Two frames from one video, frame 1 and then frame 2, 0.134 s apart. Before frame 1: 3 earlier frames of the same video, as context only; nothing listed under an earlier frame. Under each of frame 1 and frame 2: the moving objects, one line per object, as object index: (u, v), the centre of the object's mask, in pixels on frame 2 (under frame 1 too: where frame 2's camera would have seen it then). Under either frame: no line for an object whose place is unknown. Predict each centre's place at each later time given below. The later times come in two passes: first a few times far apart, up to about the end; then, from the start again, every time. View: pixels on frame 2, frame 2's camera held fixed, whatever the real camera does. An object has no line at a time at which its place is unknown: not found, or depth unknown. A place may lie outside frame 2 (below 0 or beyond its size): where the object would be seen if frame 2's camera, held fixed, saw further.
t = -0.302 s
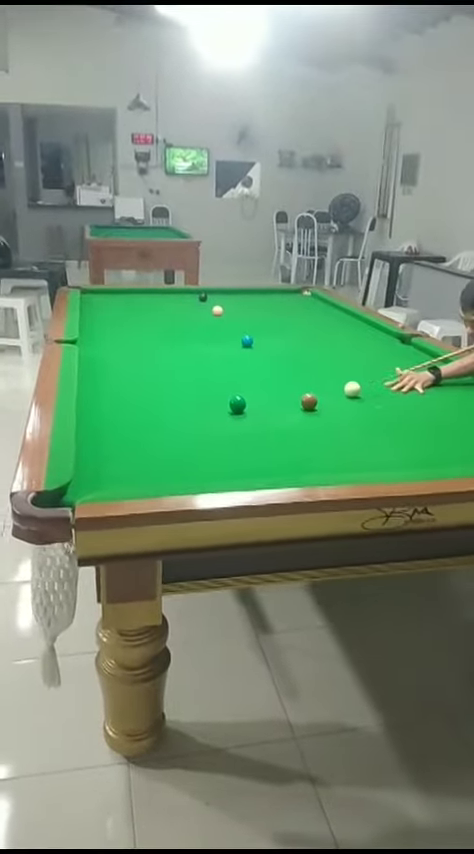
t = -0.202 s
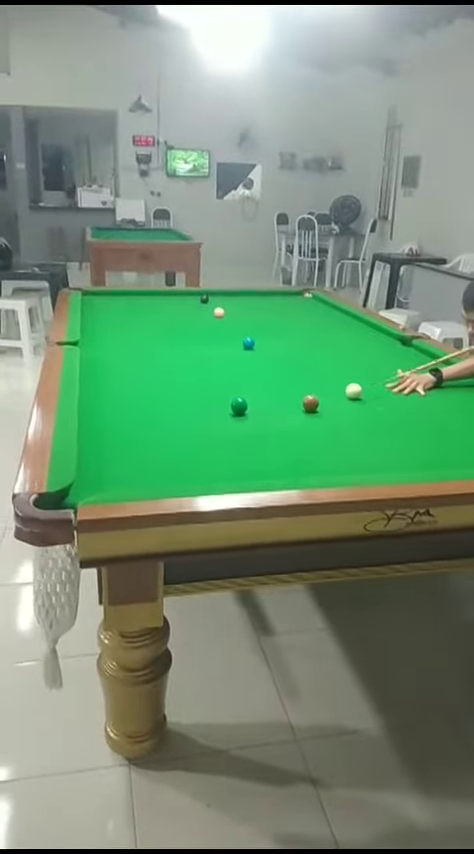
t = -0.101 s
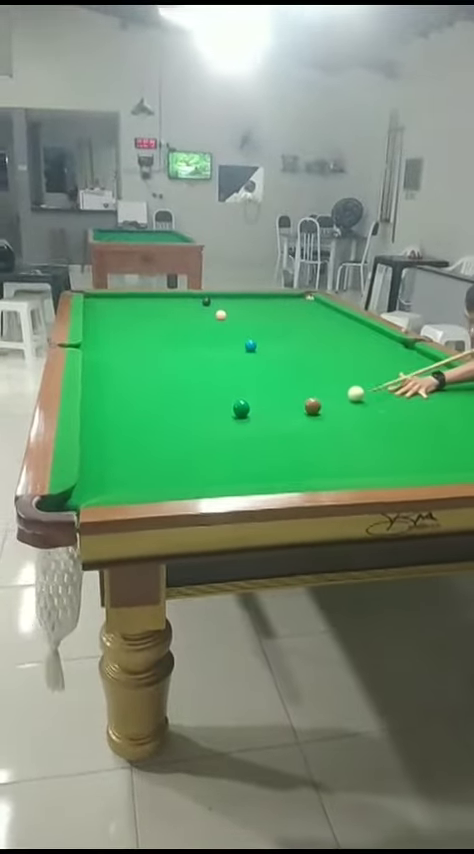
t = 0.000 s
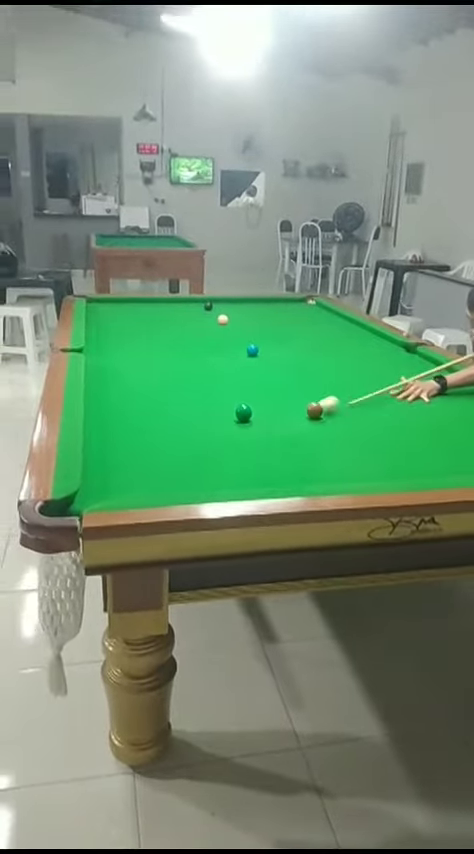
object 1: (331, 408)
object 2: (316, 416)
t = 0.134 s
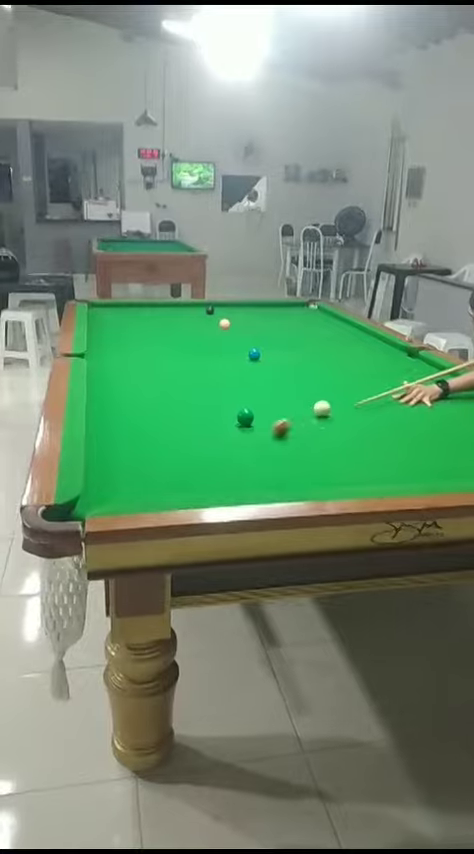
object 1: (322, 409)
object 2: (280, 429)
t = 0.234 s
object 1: (320, 407)
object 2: (253, 439)
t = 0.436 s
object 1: (316, 404)
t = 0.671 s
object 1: (313, 402)
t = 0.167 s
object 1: (321, 408)
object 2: (272, 432)
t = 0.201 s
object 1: (320, 408)
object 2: (263, 436)
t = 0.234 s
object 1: (320, 407)
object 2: (253, 439)
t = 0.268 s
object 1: (319, 407)
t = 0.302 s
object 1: (318, 406)
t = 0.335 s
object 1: (318, 406)
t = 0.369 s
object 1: (317, 405)
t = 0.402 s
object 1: (317, 405)
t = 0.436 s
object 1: (316, 404)
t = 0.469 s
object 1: (316, 404)
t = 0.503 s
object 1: (315, 404)
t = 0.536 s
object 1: (315, 403)
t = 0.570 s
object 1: (314, 403)
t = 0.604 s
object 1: (314, 403)
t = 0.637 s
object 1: (314, 402)
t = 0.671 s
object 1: (313, 402)
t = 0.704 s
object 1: (312, 401)
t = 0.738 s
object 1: (312, 401)
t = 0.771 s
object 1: (311, 401)
